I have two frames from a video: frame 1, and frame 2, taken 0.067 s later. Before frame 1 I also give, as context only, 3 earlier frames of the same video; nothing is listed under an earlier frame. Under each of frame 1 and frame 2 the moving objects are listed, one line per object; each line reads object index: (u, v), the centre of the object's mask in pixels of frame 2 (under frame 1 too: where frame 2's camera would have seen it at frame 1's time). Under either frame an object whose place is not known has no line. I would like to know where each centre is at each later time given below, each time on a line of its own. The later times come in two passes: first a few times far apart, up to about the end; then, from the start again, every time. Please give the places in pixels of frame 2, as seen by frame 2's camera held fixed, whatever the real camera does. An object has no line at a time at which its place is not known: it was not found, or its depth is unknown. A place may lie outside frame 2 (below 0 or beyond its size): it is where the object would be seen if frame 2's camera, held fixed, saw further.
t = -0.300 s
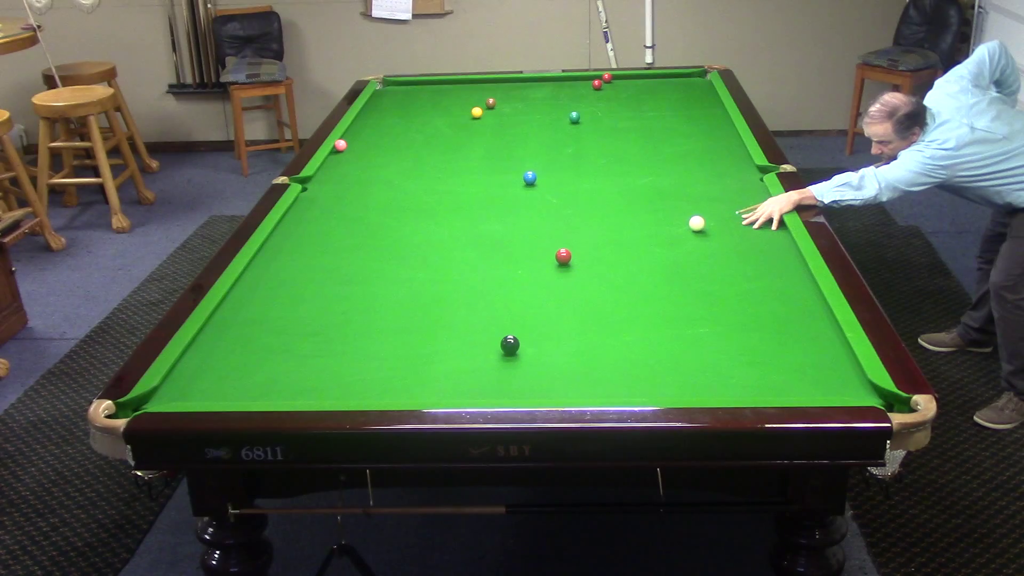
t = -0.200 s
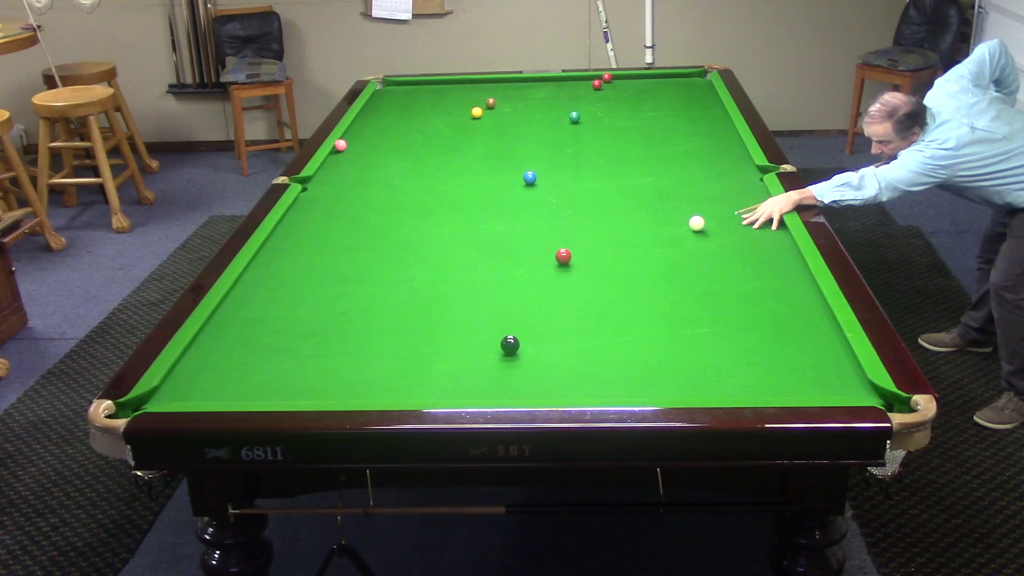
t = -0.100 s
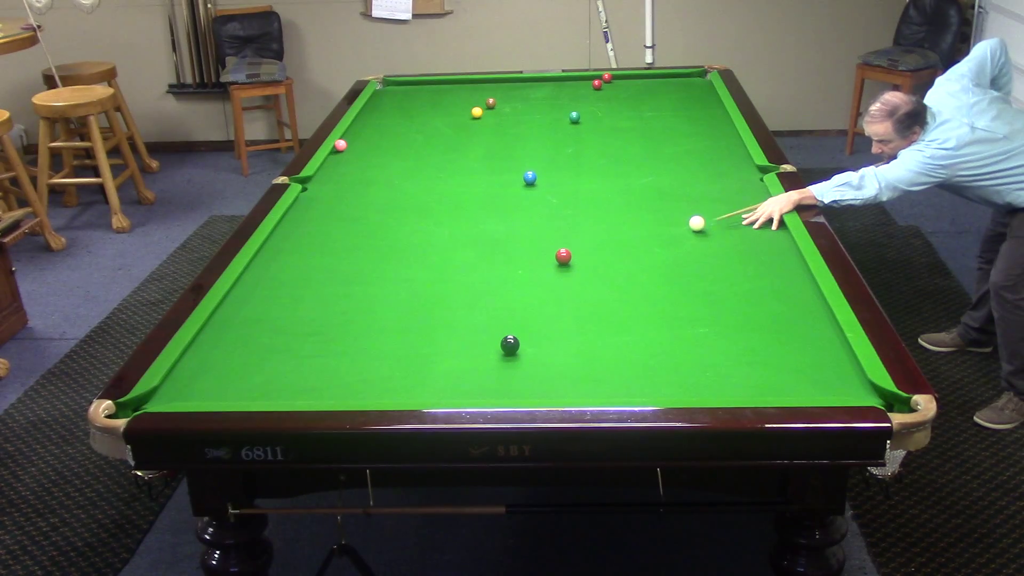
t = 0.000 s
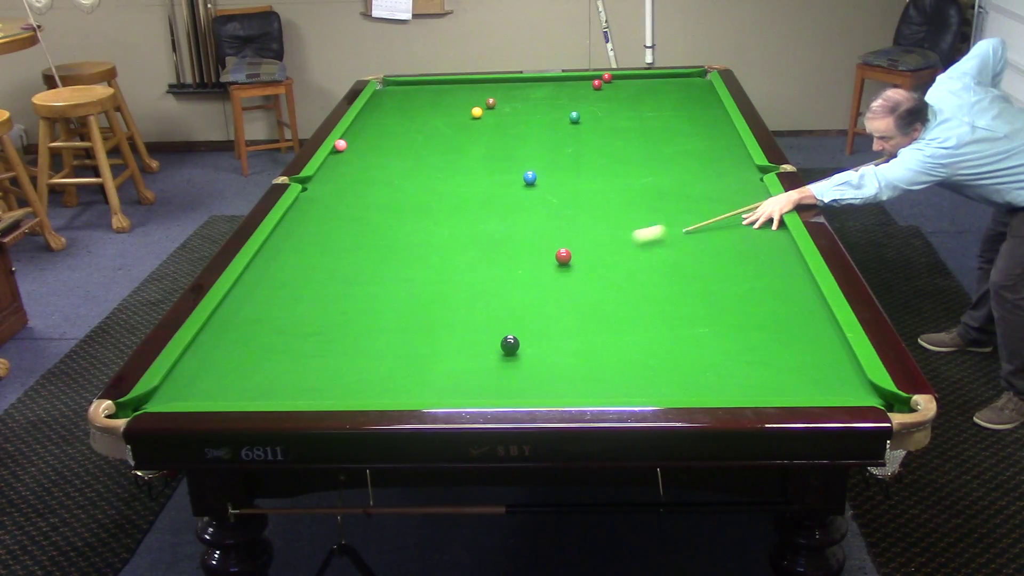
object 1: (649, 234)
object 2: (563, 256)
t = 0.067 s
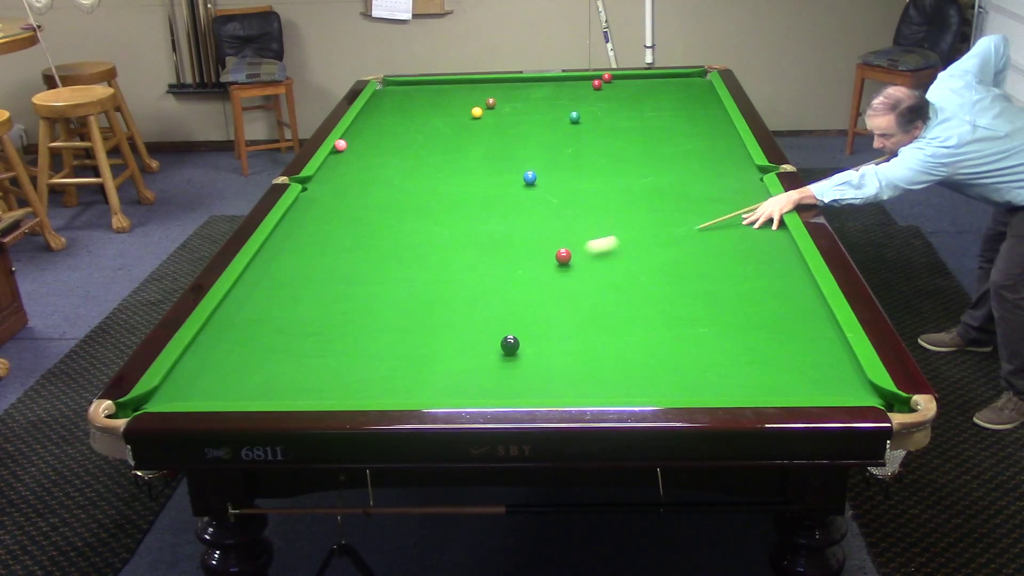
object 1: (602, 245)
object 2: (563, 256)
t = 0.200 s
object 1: (566, 249)
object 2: (510, 274)
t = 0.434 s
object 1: (554, 242)
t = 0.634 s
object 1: (543, 236)
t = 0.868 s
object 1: (532, 231)
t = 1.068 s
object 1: (524, 227)
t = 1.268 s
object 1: (516, 223)
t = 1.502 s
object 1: (508, 219)
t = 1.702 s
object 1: (502, 216)
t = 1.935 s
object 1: (496, 213)
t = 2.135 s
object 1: (491, 210)
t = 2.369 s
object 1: (486, 208)
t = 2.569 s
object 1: (482, 206)
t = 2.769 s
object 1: (479, 205)
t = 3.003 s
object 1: (475, 204)
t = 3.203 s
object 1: (473, 203)
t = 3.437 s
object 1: (471, 203)
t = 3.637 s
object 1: (470, 203)
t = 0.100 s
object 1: (587, 248)
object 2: (563, 257)
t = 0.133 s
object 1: (572, 250)
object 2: (546, 261)
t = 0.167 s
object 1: (569, 249)
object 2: (529, 267)
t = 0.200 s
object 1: (566, 249)
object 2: (510, 274)
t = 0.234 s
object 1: (565, 247)
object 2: (492, 280)
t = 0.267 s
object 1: (563, 246)
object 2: (474, 287)
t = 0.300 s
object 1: (561, 245)
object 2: (456, 293)
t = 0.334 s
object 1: (559, 244)
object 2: (439, 299)
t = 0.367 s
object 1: (557, 244)
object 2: (423, 305)
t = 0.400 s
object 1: (555, 243)
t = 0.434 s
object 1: (554, 242)
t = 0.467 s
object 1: (552, 241)
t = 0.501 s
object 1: (550, 240)
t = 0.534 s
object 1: (548, 239)
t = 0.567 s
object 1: (547, 238)
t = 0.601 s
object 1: (545, 237)
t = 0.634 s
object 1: (543, 236)
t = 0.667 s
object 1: (542, 235)
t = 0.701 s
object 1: (540, 235)
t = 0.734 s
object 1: (539, 234)
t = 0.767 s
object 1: (537, 233)
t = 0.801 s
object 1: (535, 232)
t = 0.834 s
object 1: (534, 232)
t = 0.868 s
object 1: (532, 231)
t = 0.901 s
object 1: (531, 230)
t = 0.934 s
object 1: (530, 229)
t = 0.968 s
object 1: (528, 229)
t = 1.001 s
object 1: (527, 228)
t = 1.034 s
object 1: (525, 227)
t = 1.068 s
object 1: (524, 227)
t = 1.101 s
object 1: (523, 226)
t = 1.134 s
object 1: (521, 225)
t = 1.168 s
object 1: (520, 225)
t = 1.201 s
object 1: (519, 224)
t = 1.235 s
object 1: (518, 223)
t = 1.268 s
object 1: (516, 223)
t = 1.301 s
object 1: (515, 222)
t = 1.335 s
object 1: (514, 222)
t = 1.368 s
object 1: (513, 221)
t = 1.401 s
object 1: (512, 220)
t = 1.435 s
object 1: (510, 220)
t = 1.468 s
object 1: (509, 219)
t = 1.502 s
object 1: (508, 219)
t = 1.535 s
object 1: (507, 218)
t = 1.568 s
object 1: (506, 218)
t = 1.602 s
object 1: (505, 217)
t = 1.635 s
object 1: (504, 217)
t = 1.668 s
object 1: (503, 216)
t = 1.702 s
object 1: (502, 216)
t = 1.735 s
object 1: (501, 215)
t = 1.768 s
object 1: (500, 215)
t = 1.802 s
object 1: (499, 214)
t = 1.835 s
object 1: (499, 214)
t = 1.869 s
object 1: (498, 213)
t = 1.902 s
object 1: (497, 213)
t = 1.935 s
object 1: (496, 213)
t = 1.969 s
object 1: (495, 212)
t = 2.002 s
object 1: (494, 212)
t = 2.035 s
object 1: (493, 211)
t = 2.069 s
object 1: (493, 211)
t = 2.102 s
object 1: (492, 211)
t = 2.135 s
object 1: (491, 210)
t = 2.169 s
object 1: (490, 210)
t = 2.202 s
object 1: (489, 210)
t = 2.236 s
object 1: (489, 209)
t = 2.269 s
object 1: (488, 209)
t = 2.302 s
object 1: (487, 209)
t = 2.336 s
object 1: (487, 208)
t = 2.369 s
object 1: (486, 208)
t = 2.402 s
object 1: (485, 208)
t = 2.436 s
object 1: (485, 207)
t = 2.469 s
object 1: (484, 207)
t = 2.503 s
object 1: (484, 207)
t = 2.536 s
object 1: (483, 207)
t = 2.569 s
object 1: (482, 206)
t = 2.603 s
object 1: (482, 206)
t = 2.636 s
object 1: (481, 206)
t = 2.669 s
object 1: (481, 206)
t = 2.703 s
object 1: (480, 205)
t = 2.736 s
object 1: (479, 205)
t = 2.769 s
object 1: (479, 205)
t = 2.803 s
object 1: (478, 205)
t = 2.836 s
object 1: (478, 205)
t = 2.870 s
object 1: (477, 205)
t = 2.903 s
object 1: (477, 204)
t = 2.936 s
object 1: (476, 204)
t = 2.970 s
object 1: (476, 204)
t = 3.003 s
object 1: (475, 204)
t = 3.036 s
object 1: (475, 204)
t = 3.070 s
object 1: (475, 204)
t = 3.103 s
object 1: (474, 203)
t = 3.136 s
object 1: (474, 203)
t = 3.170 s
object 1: (474, 203)
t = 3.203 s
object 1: (473, 203)
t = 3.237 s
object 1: (473, 203)
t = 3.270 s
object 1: (473, 203)
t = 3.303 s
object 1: (472, 203)
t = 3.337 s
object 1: (472, 203)
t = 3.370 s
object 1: (472, 203)
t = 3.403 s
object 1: (471, 203)
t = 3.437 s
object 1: (471, 203)
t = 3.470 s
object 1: (471, 203)
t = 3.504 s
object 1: (471, 203)
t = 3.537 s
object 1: (471, 203)
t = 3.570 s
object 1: (471, 203)
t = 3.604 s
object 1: (470, 203)
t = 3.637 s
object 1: (470, 203)
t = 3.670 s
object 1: (470, 202)
